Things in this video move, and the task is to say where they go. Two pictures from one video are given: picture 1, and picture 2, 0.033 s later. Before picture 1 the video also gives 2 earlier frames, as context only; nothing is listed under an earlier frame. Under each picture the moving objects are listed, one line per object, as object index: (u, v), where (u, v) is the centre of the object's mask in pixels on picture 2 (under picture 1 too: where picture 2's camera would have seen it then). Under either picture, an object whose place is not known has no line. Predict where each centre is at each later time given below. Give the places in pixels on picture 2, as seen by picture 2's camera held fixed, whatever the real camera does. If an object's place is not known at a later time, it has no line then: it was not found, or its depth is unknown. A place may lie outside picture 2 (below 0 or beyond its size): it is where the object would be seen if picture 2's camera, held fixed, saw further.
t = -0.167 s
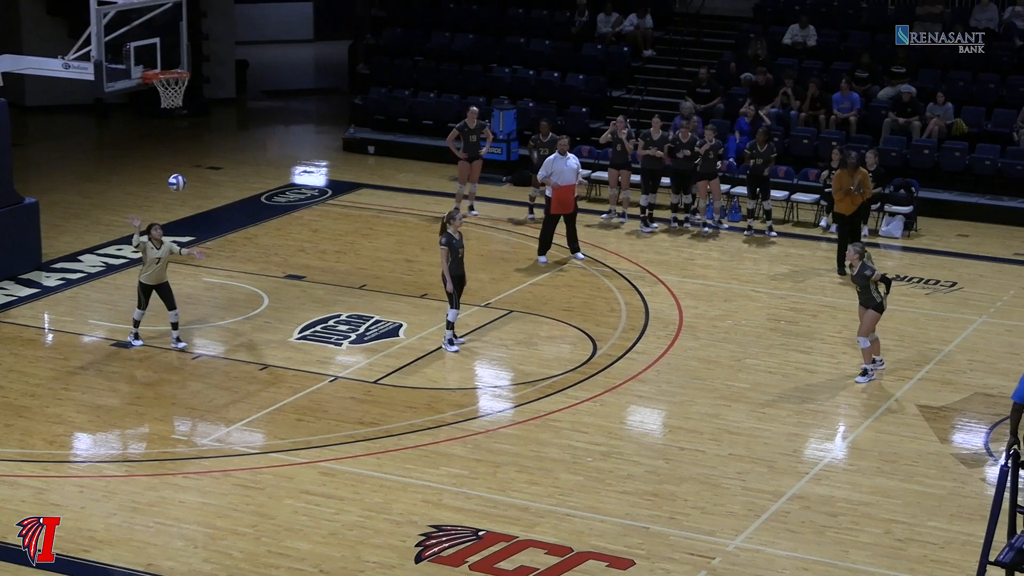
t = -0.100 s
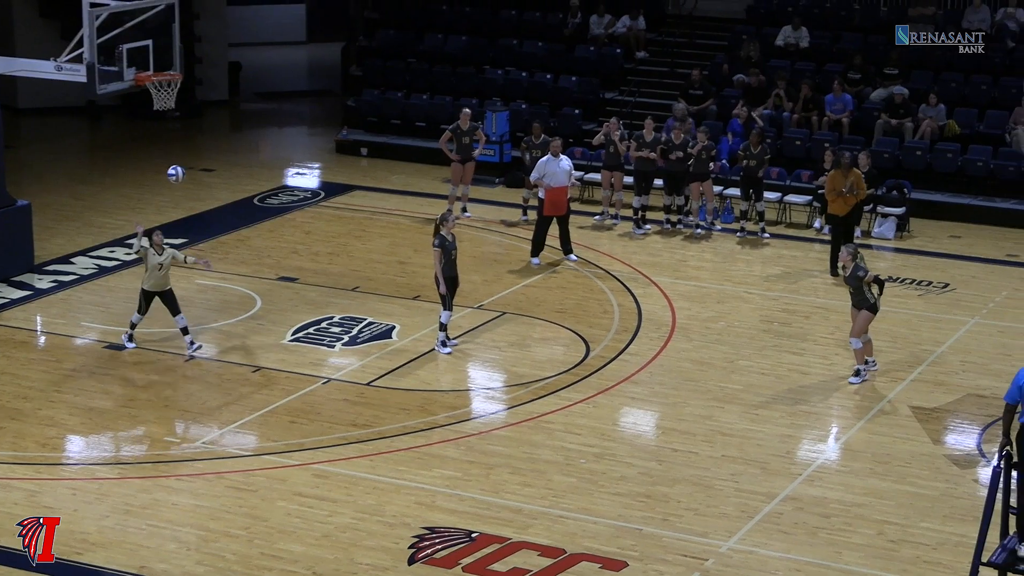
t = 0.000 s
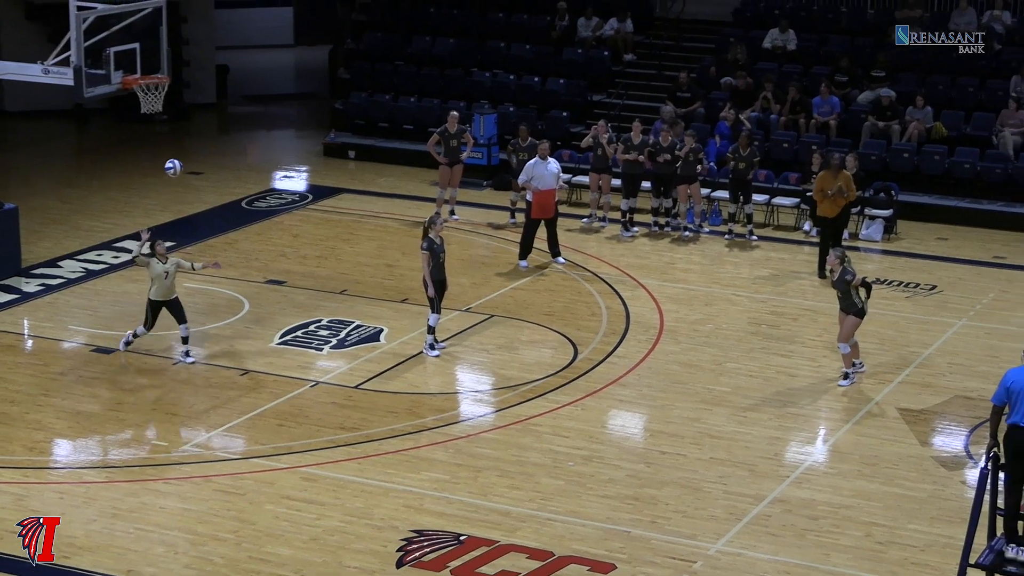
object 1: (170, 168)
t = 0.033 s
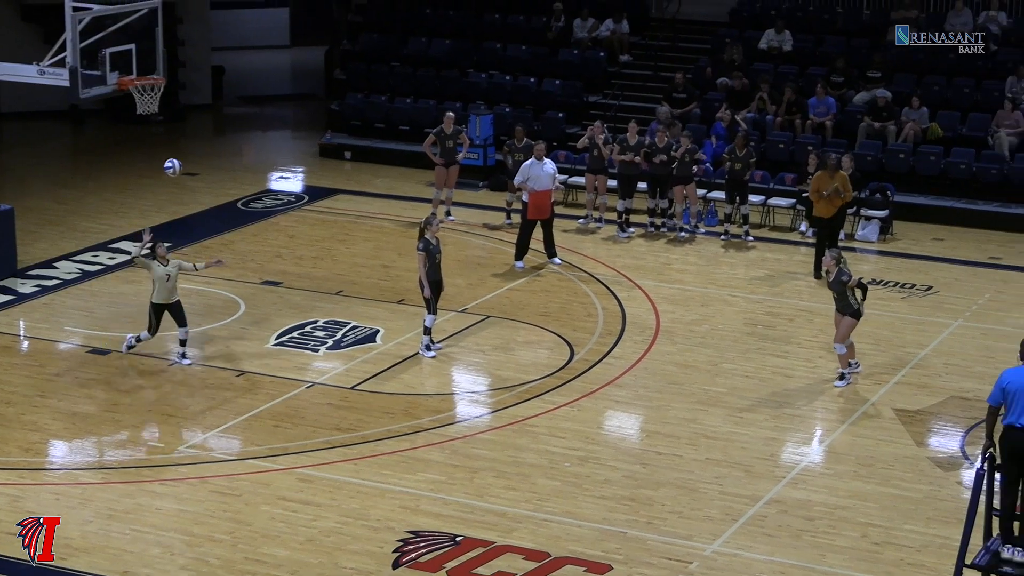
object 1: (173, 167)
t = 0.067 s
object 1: (176, 167)
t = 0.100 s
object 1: (179, 167)
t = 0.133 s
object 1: (182, 169)
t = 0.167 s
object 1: (185, 170)
